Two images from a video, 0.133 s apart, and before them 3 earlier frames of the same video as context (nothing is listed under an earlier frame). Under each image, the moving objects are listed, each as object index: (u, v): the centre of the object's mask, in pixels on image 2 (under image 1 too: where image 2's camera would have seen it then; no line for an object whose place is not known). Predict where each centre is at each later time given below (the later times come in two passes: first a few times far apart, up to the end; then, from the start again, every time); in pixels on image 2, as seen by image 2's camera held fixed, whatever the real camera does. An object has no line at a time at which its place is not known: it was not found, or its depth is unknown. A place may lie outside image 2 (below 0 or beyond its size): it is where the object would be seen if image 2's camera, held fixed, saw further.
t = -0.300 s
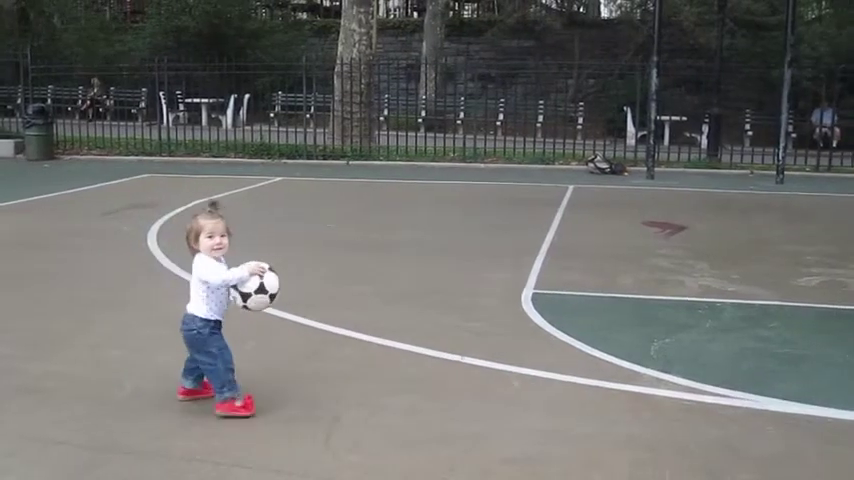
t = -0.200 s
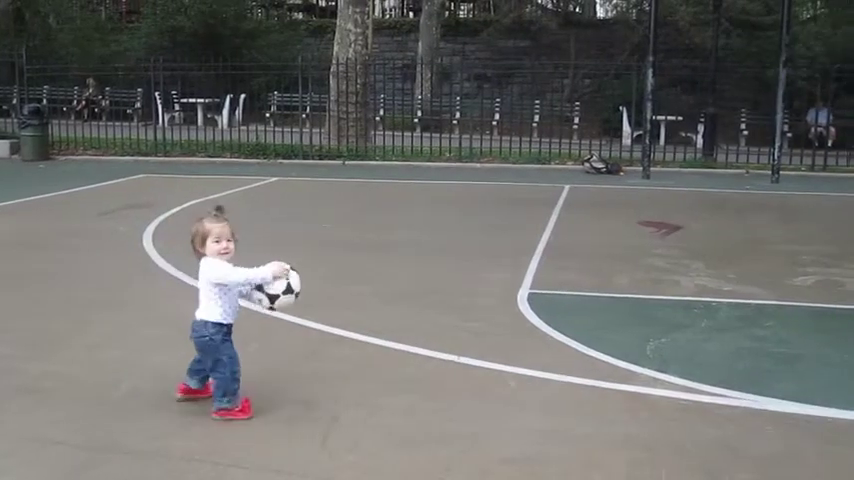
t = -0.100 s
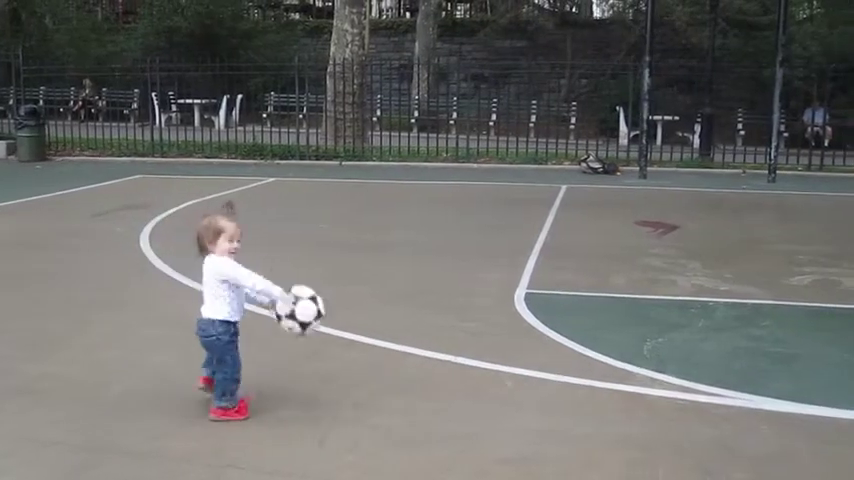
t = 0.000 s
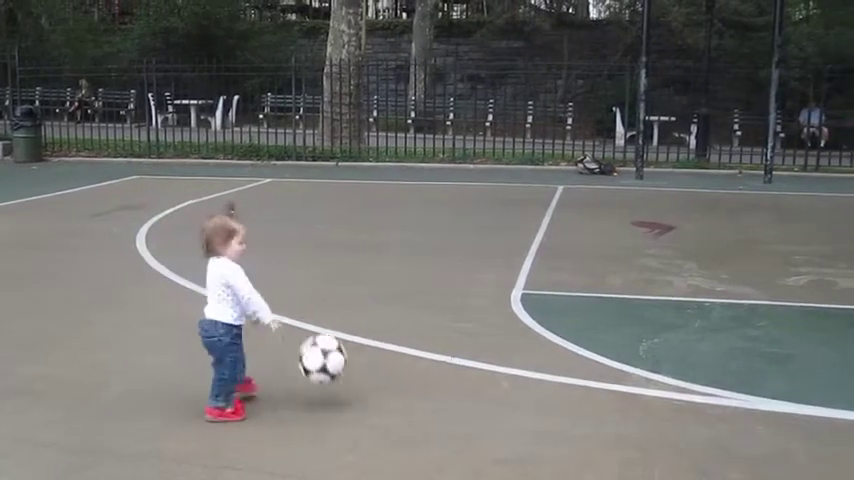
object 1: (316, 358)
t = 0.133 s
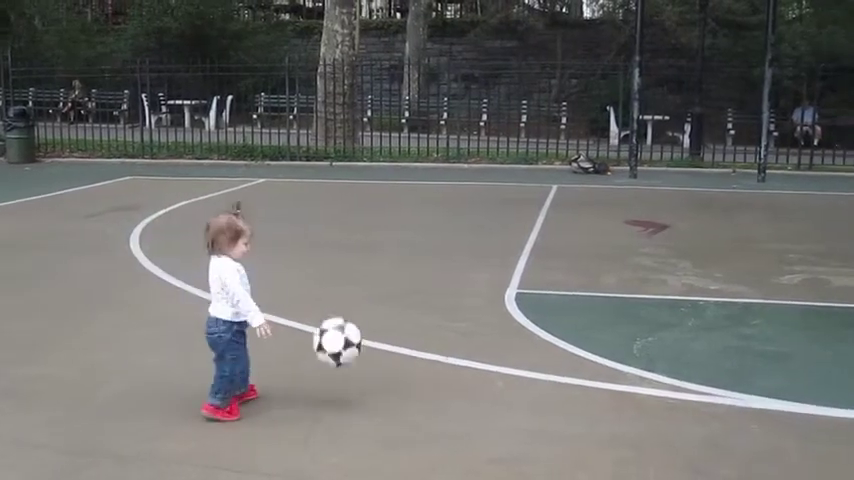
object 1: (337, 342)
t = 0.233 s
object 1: (349, 319)
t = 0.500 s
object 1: (383, 378)
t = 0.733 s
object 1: (417, 345)
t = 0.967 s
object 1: (451, 368)
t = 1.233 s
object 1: (487, 386)
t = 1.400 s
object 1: (511, 379)
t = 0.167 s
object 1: (341, 332)
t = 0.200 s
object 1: (345, 324)
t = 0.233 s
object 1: (349, 319)
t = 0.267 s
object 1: (353, 318)
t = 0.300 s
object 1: (357, 318)
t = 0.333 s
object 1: (361, 321)
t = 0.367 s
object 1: (365, 327)
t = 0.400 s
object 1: (369, 334)
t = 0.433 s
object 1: (374, 346)
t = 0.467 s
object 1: (378, 360)
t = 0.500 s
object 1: (383, 378)
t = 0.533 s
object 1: (388, 382)
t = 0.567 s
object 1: (392, 369)
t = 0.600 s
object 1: (397, 358)
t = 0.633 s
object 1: (402, 351)
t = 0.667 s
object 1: (407, 346)
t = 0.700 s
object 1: (412, 344)
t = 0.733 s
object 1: (417, 345)
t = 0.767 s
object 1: (422, 348)
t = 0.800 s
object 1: (427, 354)
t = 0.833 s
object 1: (432, 363)
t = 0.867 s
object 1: (437, 374)
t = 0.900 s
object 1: (442, 387)
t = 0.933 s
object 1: (446, 377)
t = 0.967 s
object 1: (451, 368)
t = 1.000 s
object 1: (456, 363)
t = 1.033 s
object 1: (460, 360)
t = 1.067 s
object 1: (464, 360)
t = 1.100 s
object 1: (469, 363)
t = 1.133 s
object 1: (474, 368)
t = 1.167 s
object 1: (478, 376)
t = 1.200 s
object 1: (482, 387)
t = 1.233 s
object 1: (487, 386)
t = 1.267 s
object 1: (492, 379)
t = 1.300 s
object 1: (497, 375)
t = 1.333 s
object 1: (502, 374)
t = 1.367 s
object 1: (506, 375)
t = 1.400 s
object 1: (511, 379)
